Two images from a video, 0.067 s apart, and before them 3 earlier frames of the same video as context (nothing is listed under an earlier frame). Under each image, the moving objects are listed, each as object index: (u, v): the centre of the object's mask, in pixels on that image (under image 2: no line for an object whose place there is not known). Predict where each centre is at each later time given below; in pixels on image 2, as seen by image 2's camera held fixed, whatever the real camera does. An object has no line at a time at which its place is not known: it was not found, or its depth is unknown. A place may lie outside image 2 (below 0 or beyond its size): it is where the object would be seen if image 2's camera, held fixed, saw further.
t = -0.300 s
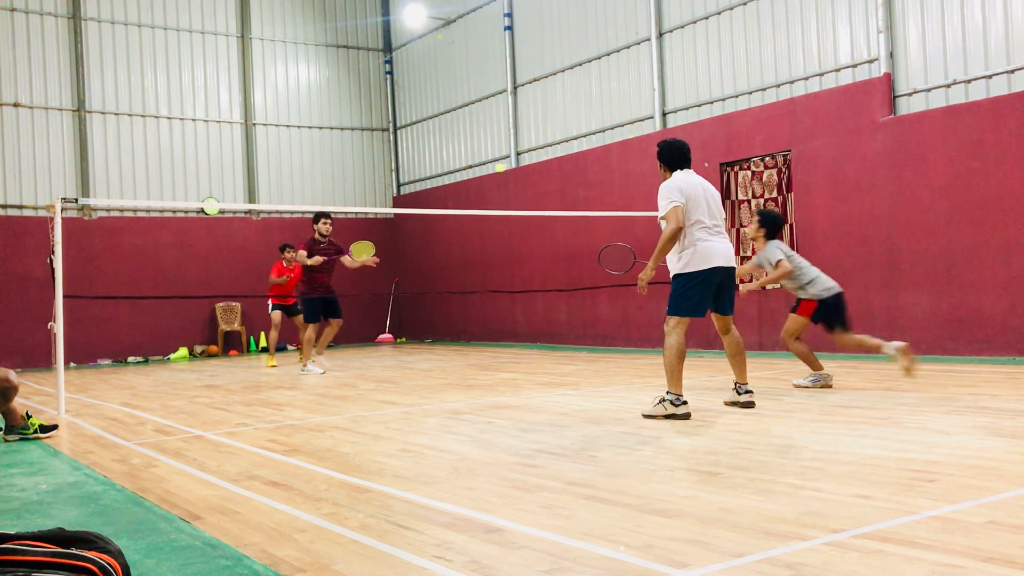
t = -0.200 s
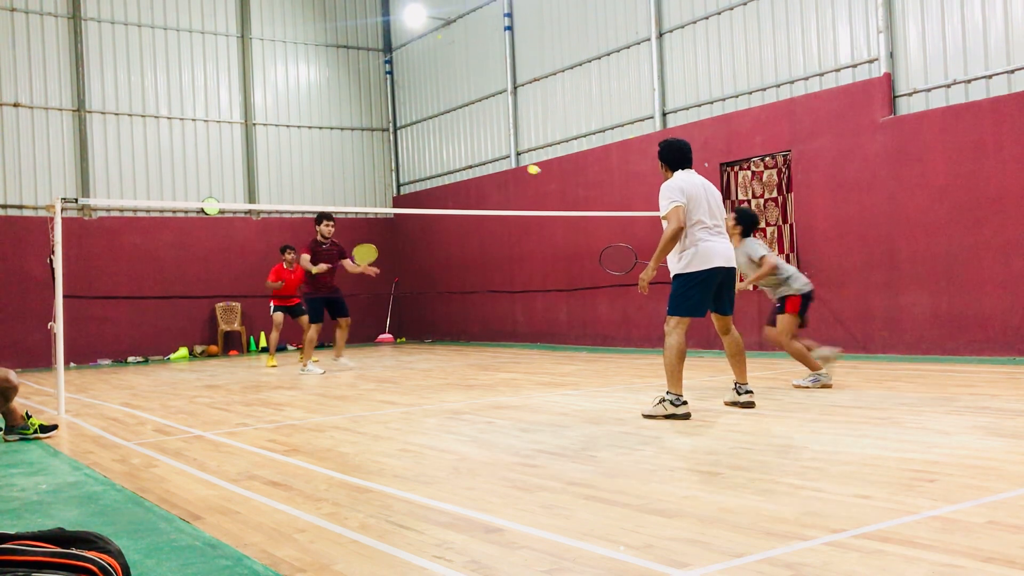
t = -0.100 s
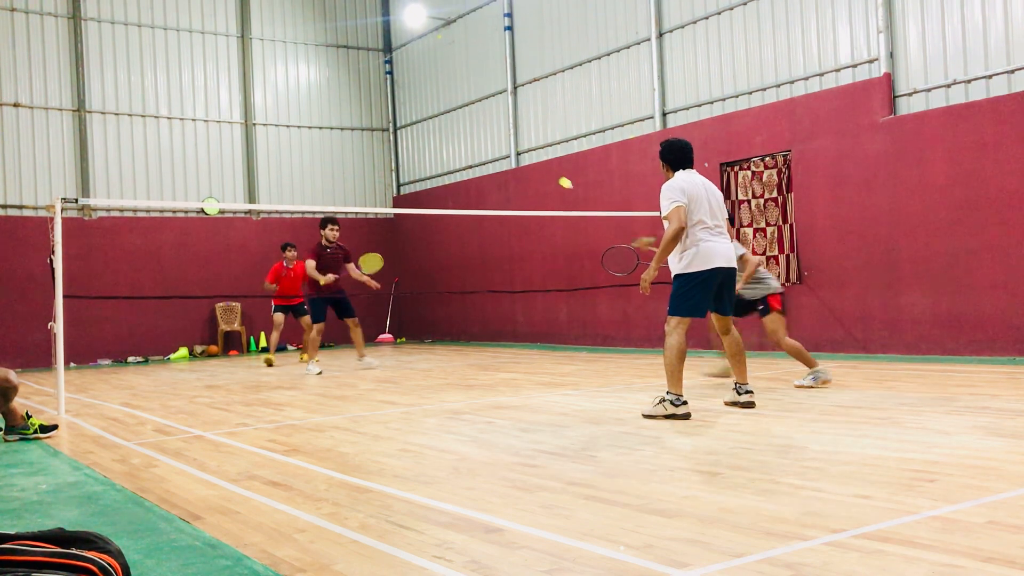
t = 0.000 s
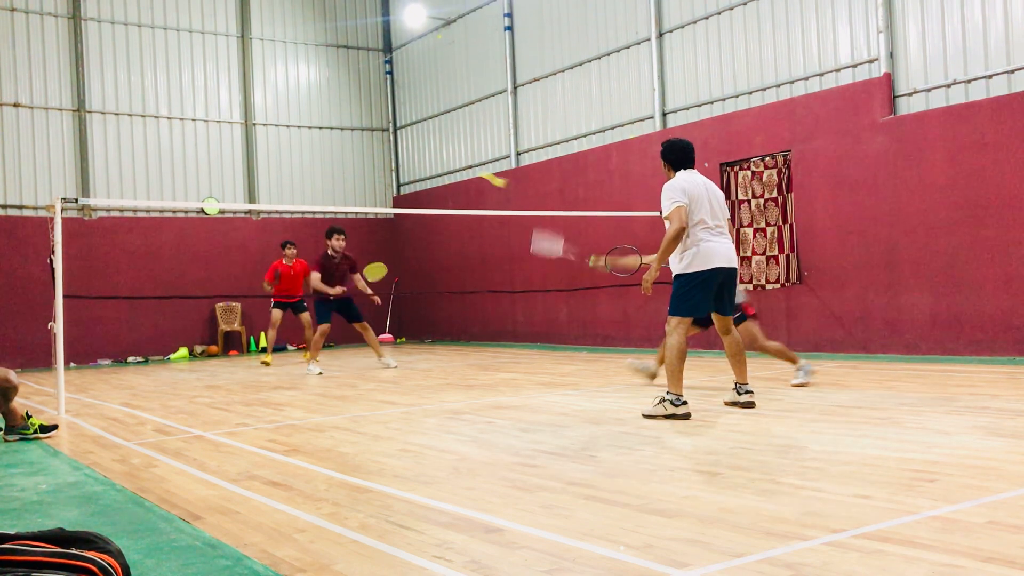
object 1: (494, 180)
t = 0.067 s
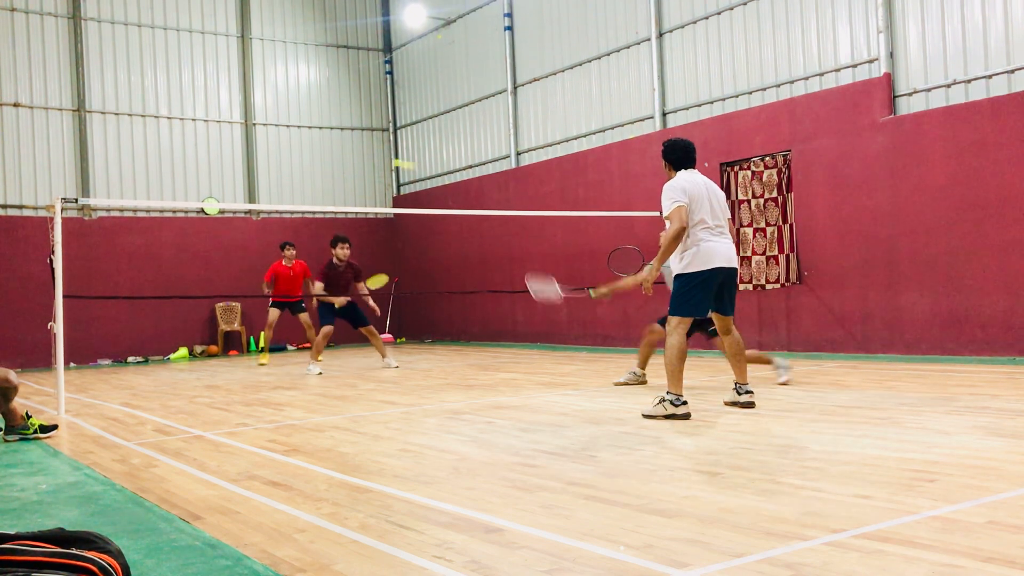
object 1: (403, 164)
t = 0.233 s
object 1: (291, 159)
